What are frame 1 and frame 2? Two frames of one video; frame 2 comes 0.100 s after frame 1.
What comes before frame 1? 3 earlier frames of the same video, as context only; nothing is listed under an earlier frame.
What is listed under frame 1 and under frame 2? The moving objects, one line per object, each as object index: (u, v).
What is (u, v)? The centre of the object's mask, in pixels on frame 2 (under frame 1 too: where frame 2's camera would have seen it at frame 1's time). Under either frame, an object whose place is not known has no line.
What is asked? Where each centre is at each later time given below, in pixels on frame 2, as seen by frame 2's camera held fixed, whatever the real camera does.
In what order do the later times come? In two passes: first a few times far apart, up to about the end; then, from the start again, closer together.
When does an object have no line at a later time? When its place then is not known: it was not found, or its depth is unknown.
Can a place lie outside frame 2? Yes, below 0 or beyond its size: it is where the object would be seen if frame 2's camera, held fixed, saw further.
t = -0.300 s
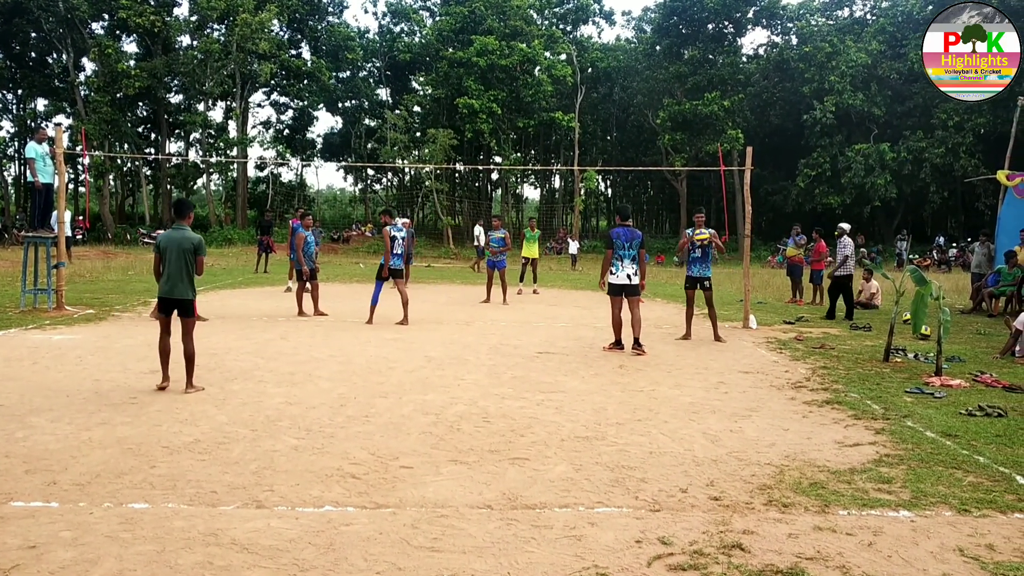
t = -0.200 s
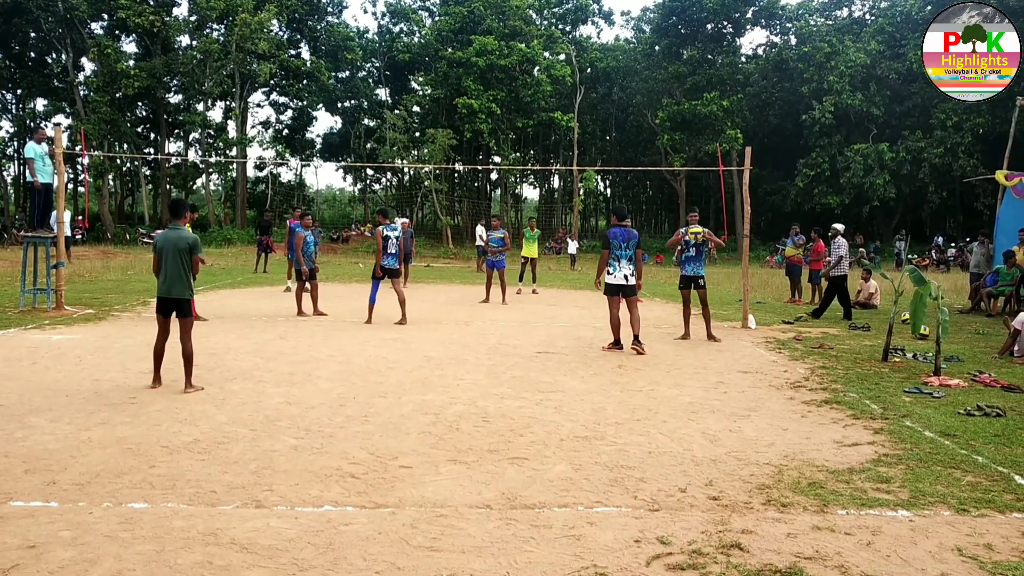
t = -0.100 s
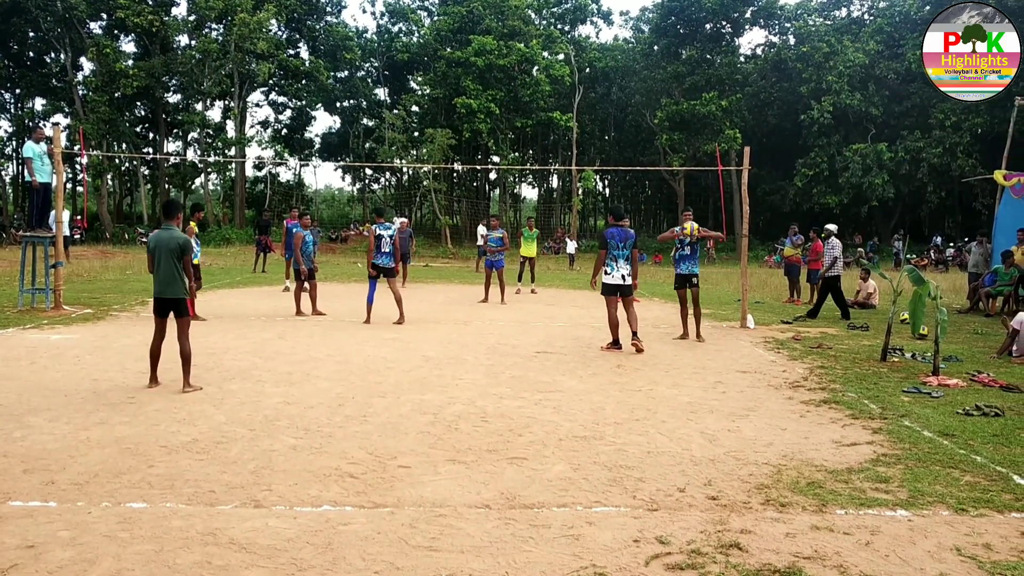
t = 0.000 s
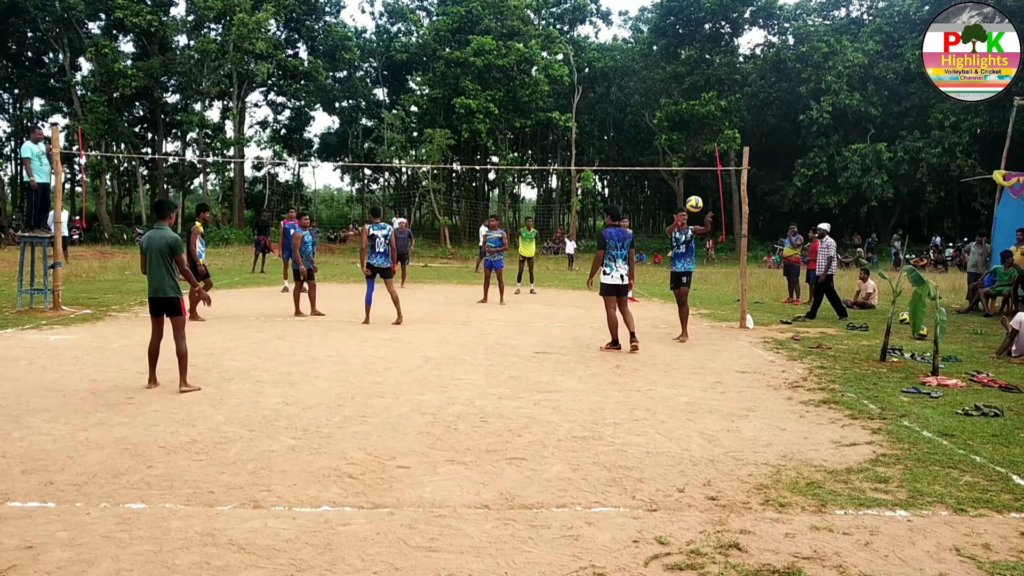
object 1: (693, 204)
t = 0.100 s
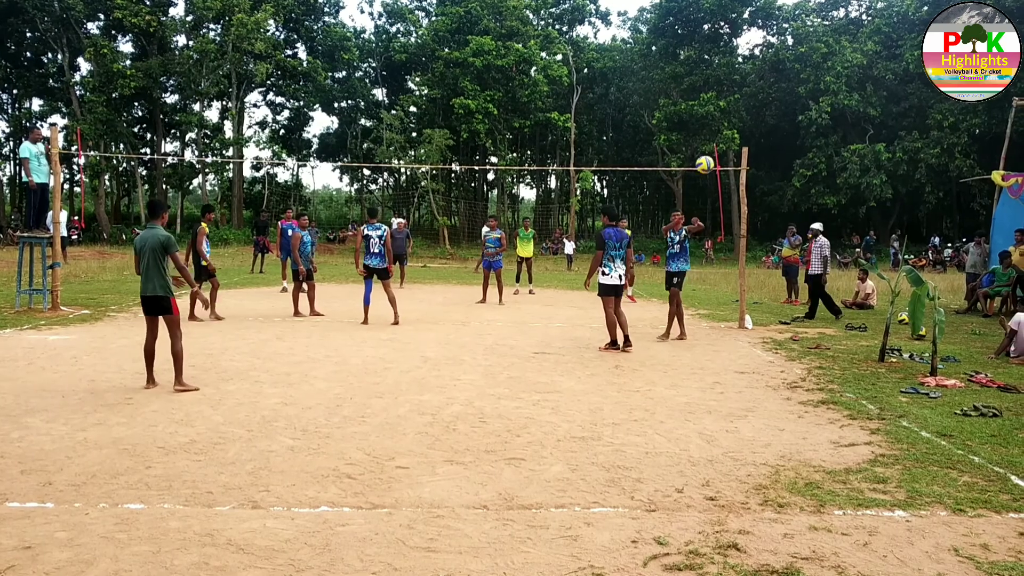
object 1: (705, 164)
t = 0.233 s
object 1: (721, 116)
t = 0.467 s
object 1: (755, 48)
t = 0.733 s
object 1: (808, 15)
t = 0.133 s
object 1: (708, 152)
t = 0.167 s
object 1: (713, 139)
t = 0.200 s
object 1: (717, 127)
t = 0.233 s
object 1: (721, 116)
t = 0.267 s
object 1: (726, 105)
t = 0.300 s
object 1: (730, 94)
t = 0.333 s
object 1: (735, 84)
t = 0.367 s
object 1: (739, 74)
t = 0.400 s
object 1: (744, 65)
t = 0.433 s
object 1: (749, 56)
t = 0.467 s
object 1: (755, 48)
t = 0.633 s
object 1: (784, 19)
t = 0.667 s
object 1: (792, 17)
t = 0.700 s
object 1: (799, 16)
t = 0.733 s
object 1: (808, 15)
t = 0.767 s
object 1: (817, 17)
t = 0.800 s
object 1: (827, 20)
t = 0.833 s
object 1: (838, 25)
